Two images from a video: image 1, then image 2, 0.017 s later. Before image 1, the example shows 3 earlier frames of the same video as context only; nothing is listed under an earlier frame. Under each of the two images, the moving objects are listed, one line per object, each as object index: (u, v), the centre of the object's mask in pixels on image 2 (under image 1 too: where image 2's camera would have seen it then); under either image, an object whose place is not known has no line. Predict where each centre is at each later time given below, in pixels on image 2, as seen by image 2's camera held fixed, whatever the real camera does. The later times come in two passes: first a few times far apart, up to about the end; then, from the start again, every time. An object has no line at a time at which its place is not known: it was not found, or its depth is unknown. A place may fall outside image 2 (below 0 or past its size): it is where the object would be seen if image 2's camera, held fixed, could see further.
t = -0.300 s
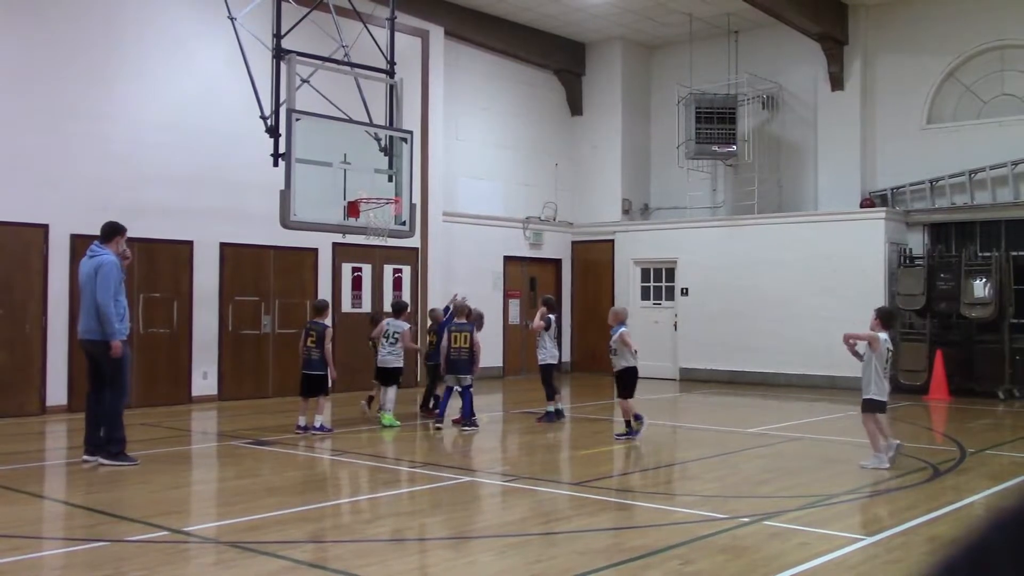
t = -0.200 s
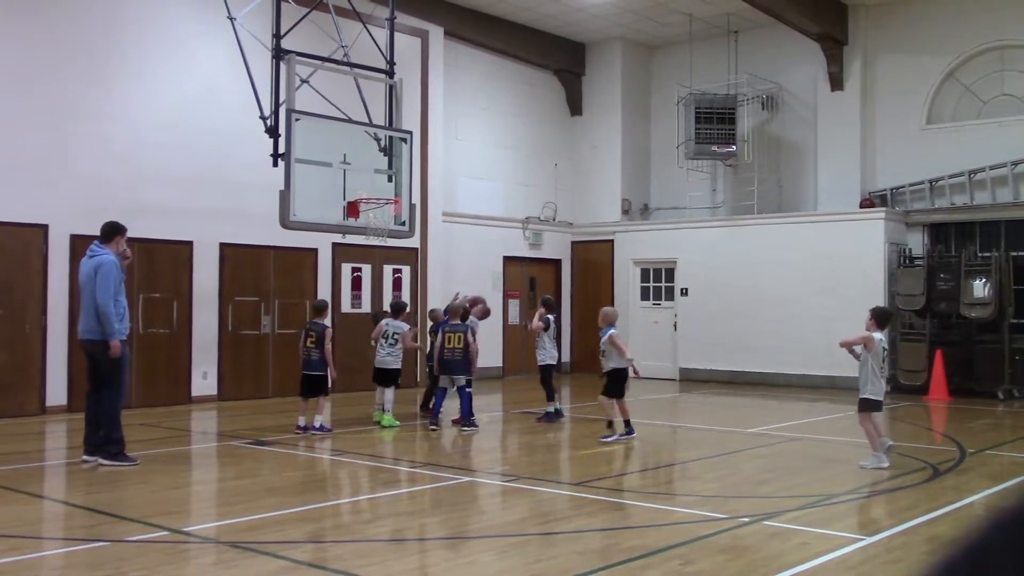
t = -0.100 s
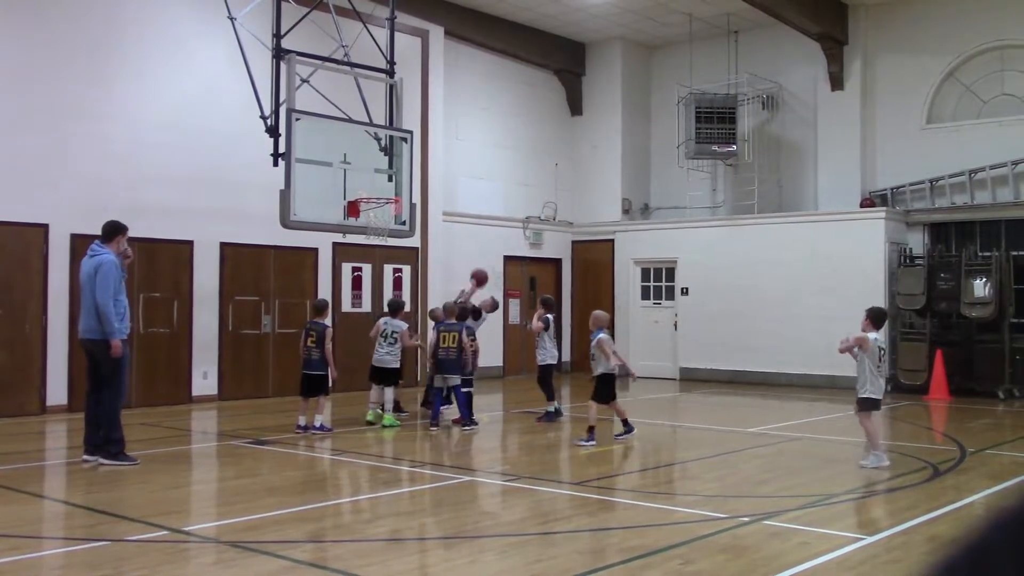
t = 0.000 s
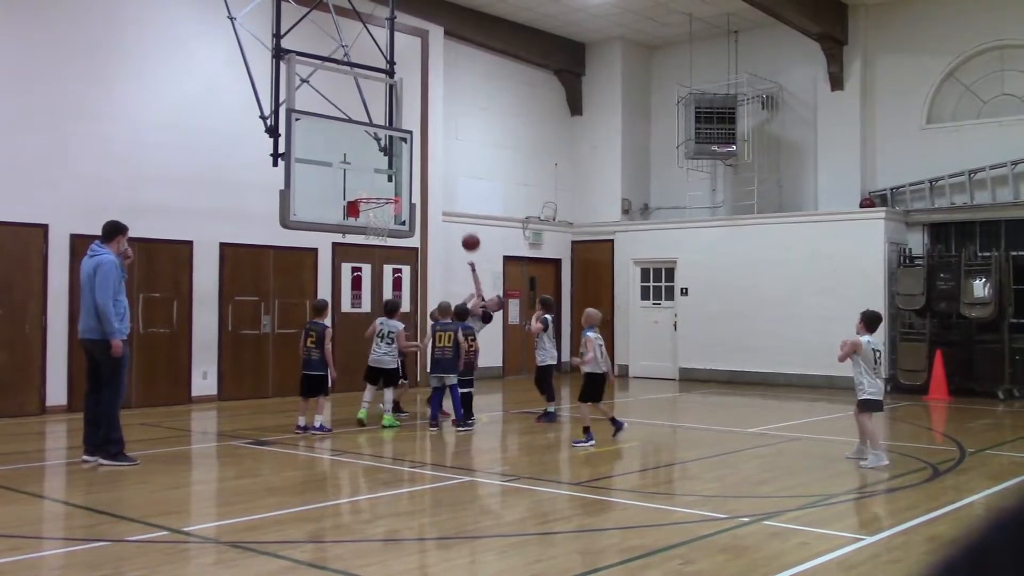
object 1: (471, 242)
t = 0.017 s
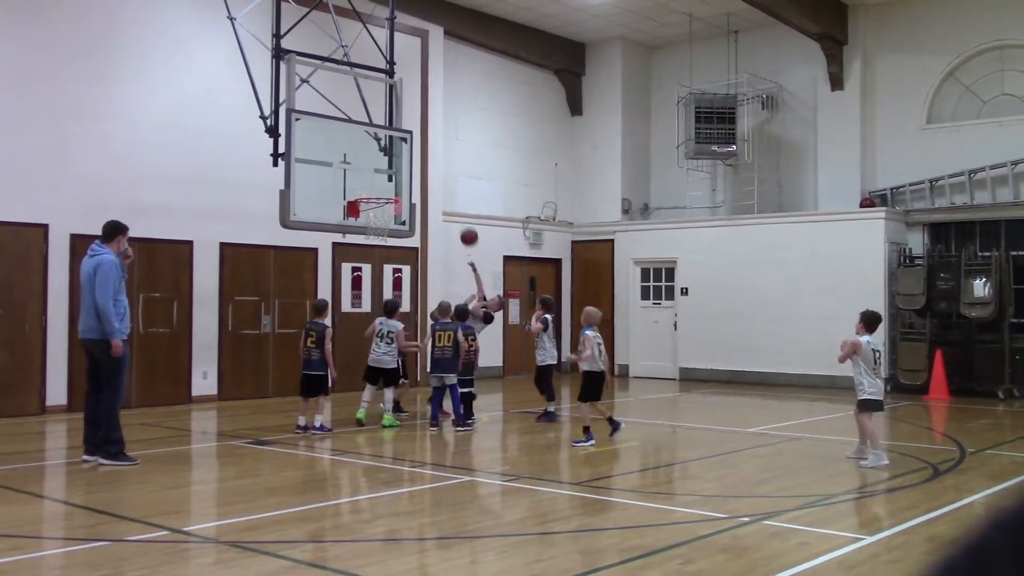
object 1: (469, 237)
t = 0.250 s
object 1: (442, 181)
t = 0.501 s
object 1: (413, 170)
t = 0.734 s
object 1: (382, 200)
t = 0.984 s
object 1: (359, 221)
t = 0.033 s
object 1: (467, 232)
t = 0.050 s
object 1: (465, 226)
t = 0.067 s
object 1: (463, 221)
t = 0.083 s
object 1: (462, 217)
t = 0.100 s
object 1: (460, 212)
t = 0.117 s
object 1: (458, 208)
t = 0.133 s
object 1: (456, 204)
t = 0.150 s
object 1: (454, 200)
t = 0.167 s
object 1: (452, 196)
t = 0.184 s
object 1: (450, 193)
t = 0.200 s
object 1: (448, 190)
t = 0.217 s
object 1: (446, 187)
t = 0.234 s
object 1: (444, 184)
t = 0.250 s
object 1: (442, 181)
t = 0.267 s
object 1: (440, 179)
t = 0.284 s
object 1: (438, 177)
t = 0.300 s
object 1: (436, 175)
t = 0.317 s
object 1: (435, 173)
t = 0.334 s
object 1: (433, 172)
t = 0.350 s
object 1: (431, 171)
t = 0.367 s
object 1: (429, 170)
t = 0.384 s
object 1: (427, 169)
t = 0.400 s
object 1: (424, 169)
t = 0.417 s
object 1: (423, 168)
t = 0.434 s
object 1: (420, 168)
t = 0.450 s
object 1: (419, 168)
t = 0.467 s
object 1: (417, 168)
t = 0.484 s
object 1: (415, 169)
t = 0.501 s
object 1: (413, 170)
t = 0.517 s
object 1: (410, 171)
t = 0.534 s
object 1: (409, 172)
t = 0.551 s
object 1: (406, 174)
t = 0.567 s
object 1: (404, 176)
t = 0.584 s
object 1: (402, 178)
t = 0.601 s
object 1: (400, 180)
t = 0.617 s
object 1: (398, 183)
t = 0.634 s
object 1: (395, 187)
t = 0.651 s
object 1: (393, 189)
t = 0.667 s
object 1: (391, 193)
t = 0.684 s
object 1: (389, 194)
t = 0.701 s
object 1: (386, 195)
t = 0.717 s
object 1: (384, 198)
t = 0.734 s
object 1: (382, 200)
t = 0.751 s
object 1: (379, 202)
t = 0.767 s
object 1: (376, 204)
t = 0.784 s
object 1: (373, 208)
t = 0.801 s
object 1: (371, 210)
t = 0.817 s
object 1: (369, 213)
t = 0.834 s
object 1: (367, 214)
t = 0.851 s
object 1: (366, 215)
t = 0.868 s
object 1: (364, 216)
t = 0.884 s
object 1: (363, 216)
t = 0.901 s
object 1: (361, 217)
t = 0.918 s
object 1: (360, 217)
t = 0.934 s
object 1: (360, 218)
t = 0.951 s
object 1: (359, 219)
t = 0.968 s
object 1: (359, 221)
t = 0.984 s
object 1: (359, 221)
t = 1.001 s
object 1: (358, 223)
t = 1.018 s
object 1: (358, 224)
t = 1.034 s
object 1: (359, 226)
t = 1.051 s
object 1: (359, 228)
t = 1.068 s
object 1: (359, 231)
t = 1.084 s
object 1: (359, 233)
